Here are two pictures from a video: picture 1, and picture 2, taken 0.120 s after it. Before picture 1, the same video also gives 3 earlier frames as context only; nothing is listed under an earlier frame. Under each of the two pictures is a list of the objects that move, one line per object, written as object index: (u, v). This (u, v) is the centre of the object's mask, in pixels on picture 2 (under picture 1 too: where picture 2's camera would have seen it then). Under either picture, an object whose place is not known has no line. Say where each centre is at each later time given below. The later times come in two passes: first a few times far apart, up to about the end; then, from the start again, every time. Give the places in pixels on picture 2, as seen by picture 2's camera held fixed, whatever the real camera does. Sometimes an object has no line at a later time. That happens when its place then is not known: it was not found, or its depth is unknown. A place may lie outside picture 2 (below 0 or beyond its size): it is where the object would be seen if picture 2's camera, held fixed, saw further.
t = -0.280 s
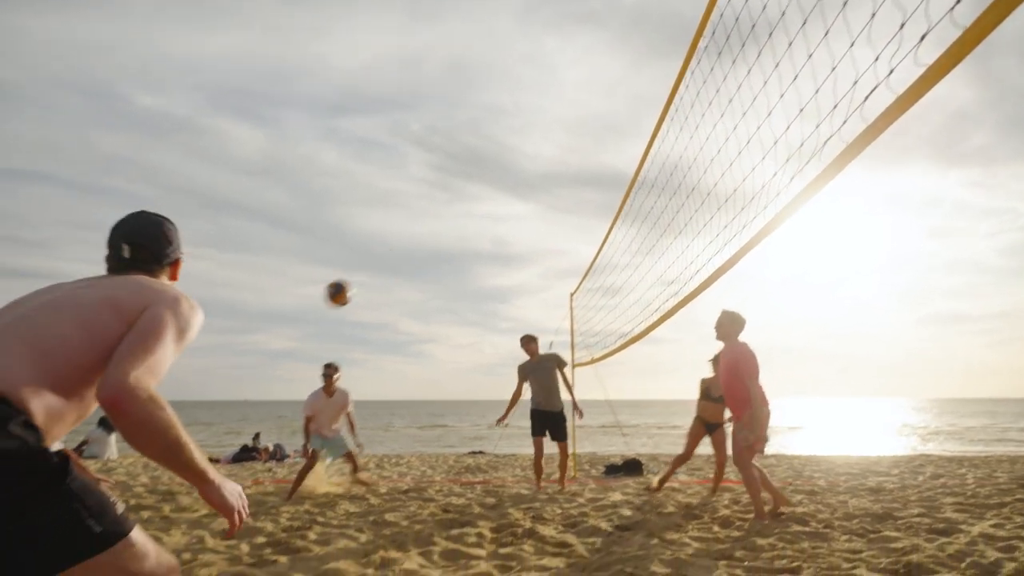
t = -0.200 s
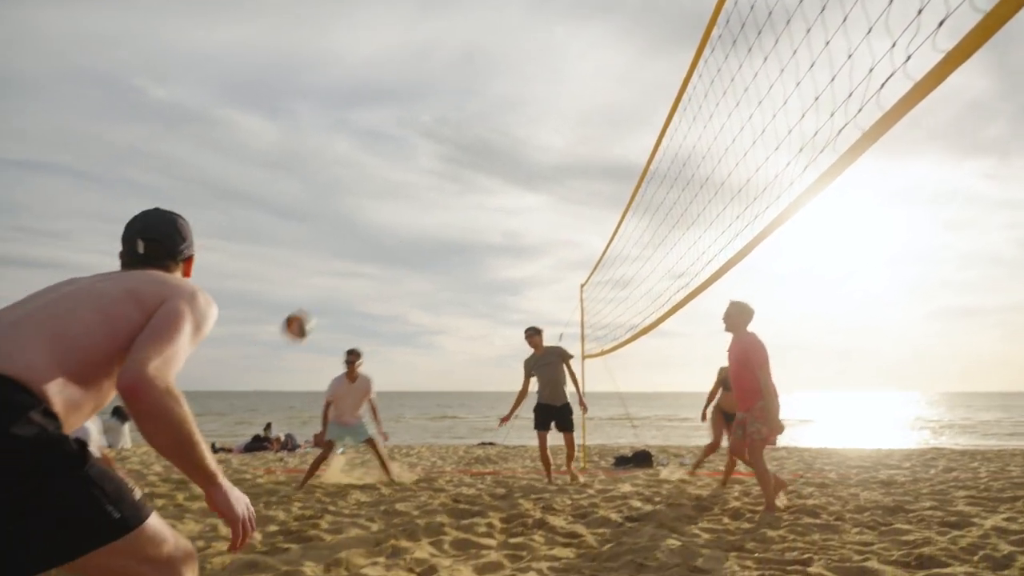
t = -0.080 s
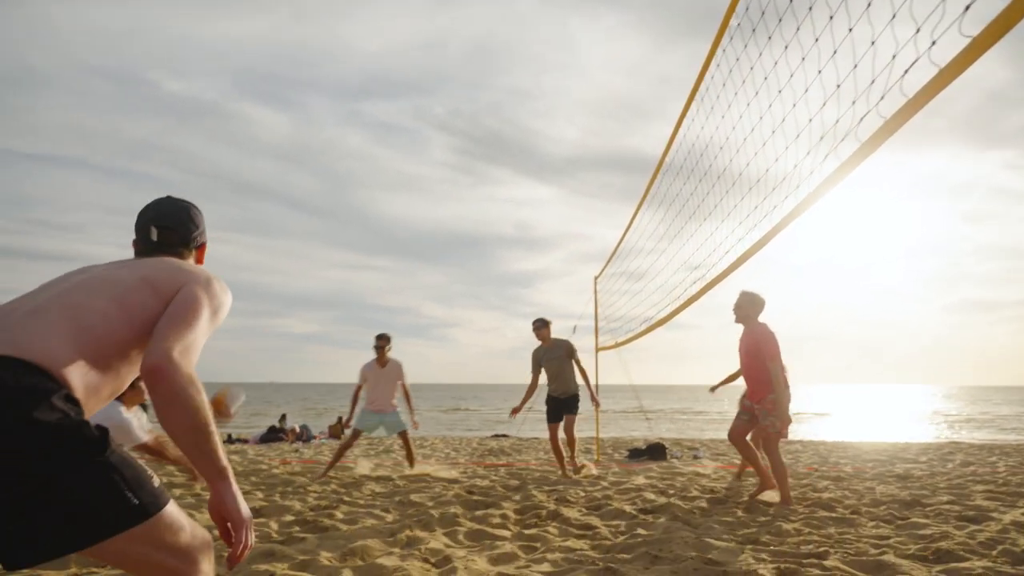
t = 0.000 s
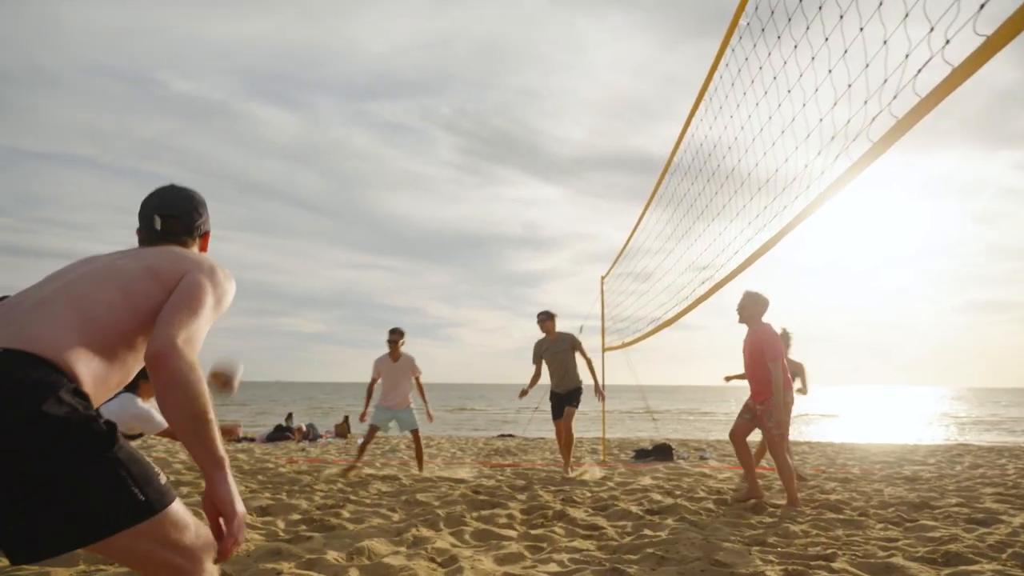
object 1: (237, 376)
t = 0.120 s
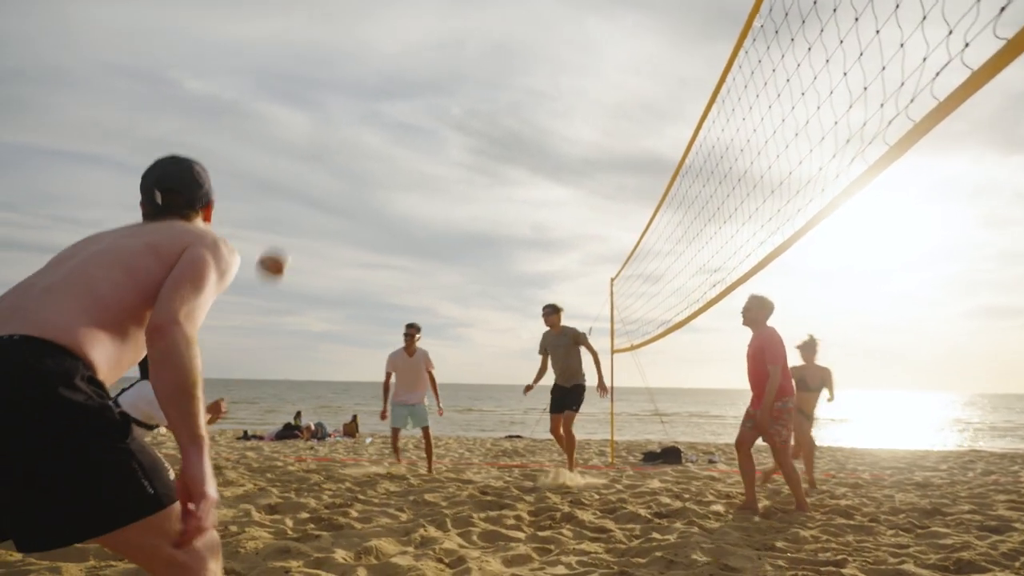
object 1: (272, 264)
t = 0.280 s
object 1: (318, 160)
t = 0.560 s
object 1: (385, 70)
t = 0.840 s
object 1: (440, 78)
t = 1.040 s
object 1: (478, 135)
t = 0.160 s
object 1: (284, 233)
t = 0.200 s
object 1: (296, 206)
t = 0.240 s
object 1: (307, 181)
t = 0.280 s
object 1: (318, 160)
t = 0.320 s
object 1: (329, 140)
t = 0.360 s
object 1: (339, 122)
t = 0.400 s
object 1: (349, 107)
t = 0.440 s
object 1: (358, 95)
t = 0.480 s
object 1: (367, 84)
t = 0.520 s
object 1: (377, 76)
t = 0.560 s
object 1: (385, 70)
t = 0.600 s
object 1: (394, 66)
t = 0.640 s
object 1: (402, 63)
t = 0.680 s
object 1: (410, 63)
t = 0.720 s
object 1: (418, 63)
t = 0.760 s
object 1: (425, 66)
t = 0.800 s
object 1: (433, 71)
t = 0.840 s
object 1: (440, 78)
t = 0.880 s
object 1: (448, 86)
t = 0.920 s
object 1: (455, 95)
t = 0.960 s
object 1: (463, 107)
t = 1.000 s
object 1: (470, 120)
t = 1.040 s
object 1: (478, 135)
